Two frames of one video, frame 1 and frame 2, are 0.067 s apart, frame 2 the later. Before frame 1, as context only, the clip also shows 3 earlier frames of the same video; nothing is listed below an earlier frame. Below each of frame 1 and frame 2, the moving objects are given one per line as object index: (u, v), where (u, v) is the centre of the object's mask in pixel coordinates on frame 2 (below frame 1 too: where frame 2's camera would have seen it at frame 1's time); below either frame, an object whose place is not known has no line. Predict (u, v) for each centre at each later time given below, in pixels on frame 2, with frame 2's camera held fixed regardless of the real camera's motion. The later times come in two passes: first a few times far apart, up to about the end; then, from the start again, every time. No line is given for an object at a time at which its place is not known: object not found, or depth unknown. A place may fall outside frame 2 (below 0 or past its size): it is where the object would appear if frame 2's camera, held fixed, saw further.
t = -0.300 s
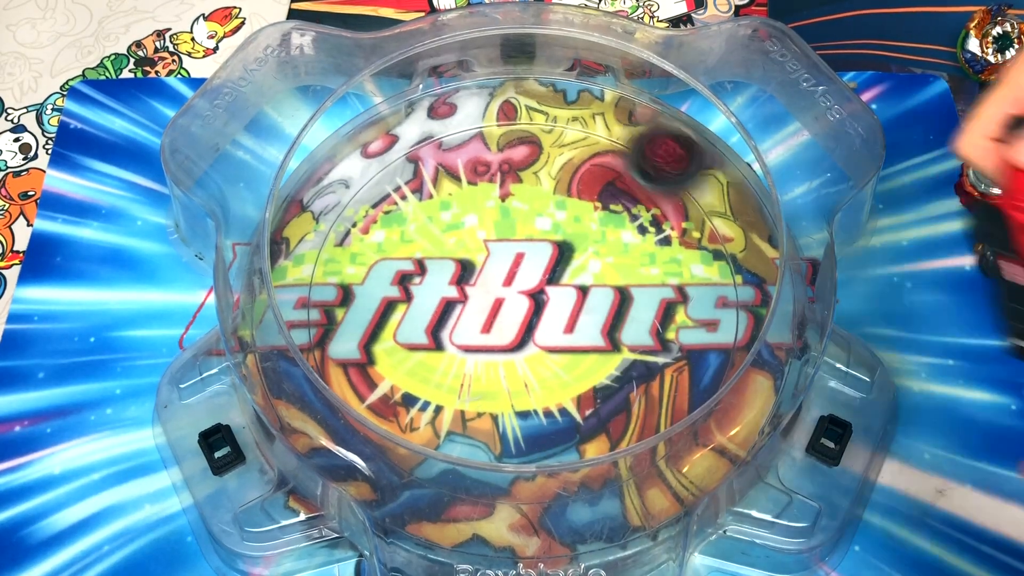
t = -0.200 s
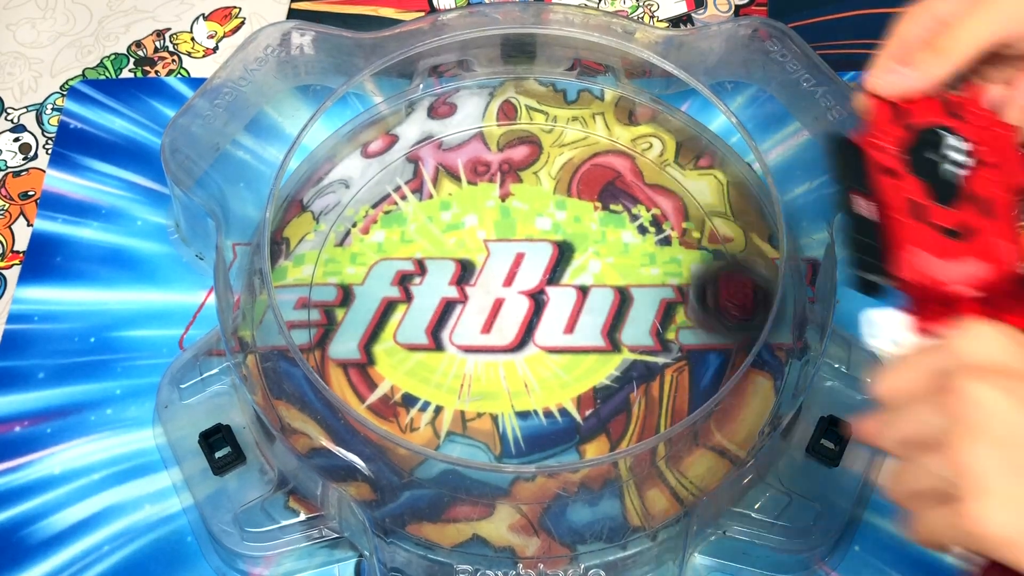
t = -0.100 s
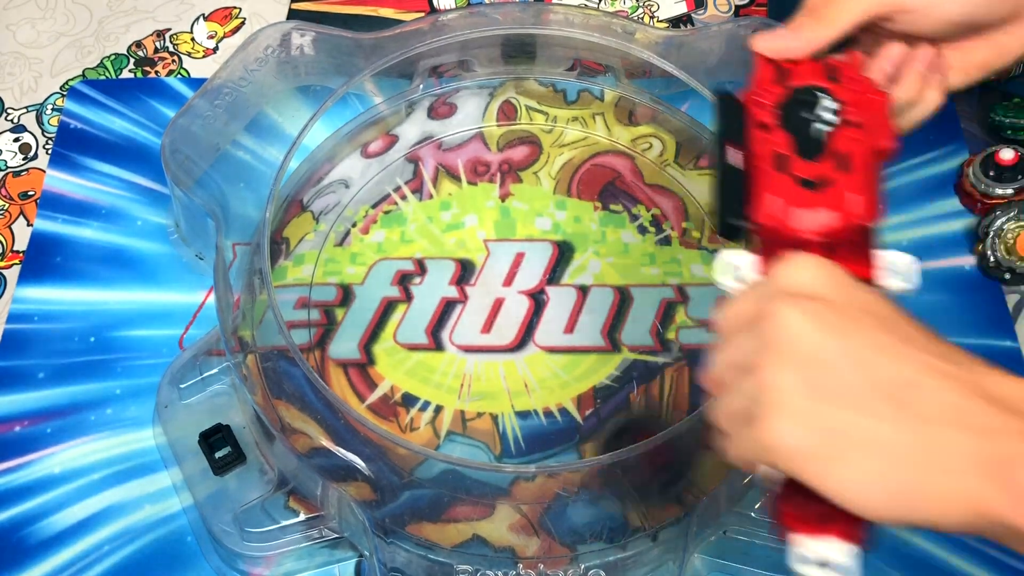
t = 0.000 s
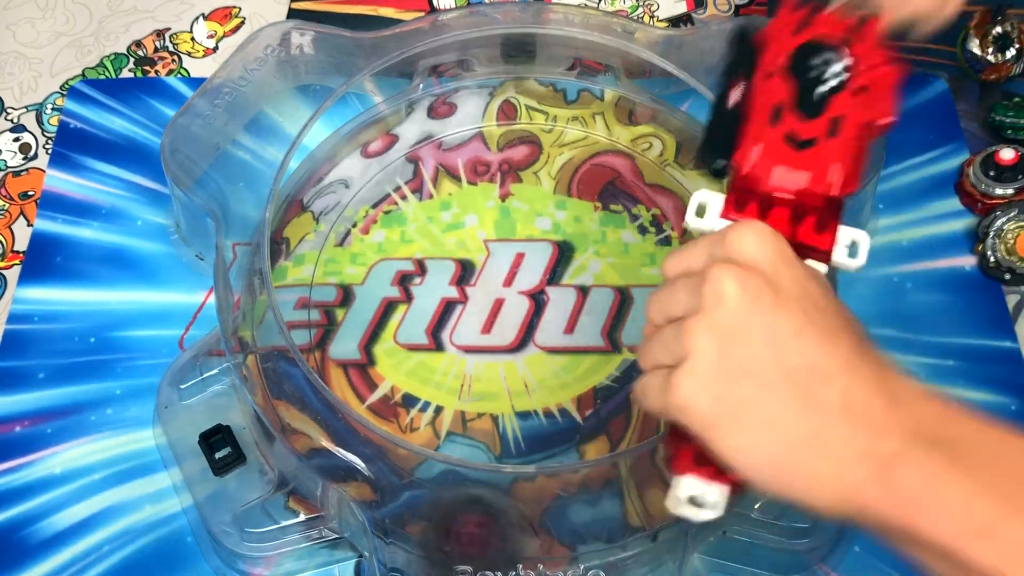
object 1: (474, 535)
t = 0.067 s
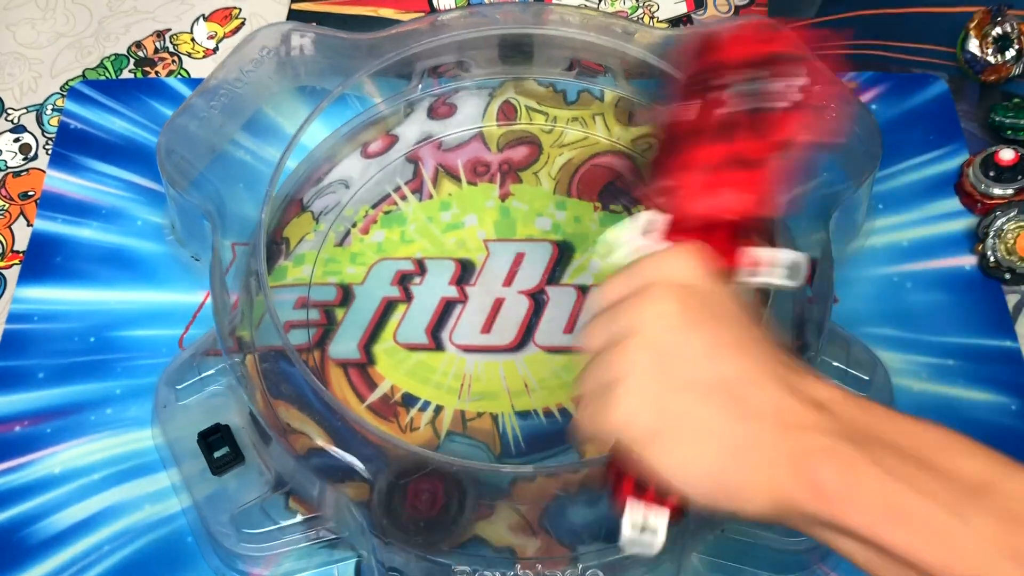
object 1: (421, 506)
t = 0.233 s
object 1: (451, 321)
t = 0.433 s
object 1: (562, 174)
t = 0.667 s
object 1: (723, 245)
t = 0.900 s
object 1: (584, 422)
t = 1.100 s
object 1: (428, 317)
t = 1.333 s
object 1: (498, 158)
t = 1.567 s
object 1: (660, 195)
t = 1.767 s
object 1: (644, 317)
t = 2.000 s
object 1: (488, 357)
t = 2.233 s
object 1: (406, 241)
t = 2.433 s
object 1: (482, 153)
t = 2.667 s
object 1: (621, 224)
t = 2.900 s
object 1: (535, 367)
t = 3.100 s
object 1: (392, 320)
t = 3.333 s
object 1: (447, 205)
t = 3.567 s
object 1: (576, 260)
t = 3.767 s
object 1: (545, 364)
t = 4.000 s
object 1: (470, 335)
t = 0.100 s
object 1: (432, 468)
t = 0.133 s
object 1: (439, 427)
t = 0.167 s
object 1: (439, 399)
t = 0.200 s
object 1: (443, 363)
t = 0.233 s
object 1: (451, 321)
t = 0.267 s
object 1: (457, 289)
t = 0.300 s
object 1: (472, 257)
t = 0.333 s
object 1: (489, 230)
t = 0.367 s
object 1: (512, 206)
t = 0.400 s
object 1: (536, 188)
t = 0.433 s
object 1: (562, 174)
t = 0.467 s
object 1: (589, 166)
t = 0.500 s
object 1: (616, 162)
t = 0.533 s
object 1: (644, 165)
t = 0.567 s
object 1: (670, 176)
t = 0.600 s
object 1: (692, 194)
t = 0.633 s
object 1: (712, 218)
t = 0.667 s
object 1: (723, 245)
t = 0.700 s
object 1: (726, 284)
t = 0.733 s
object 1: (720, 316)
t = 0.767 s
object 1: (706, 352)
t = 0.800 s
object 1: (683, 377)
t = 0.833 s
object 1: (646, 399)
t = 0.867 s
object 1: (616, 416)
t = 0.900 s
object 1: (584, 422)
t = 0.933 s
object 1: (548, 424)
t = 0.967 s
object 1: (514, 418)
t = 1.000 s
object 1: (483, 398)
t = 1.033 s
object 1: (458, 375)
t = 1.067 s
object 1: (438, 348)
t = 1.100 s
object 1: (428, 317)
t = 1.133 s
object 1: (424, 290)
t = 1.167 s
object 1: (425, 261)
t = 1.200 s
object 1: (430, 235)
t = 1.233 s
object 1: (440, 210)
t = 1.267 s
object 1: (456, 188)
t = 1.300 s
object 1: (474, 171)
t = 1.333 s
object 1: (498, 158)
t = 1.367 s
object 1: (523, 150)
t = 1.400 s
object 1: (550, 146)
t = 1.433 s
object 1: (577, 147)
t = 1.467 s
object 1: (601, 153)
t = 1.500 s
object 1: (624, 163)
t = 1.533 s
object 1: (643, 176)
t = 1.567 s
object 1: (660, 195)
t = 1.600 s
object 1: (672, 214)
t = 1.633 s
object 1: (677, 236)
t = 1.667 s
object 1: (675, 257)
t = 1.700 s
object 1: (668, 278)
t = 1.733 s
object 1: (657, 298)
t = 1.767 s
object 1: (644, 317)
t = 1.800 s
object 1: (626, 335)
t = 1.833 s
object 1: (604, 350)
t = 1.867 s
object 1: (581, 361)
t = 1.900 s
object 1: (558, 368)
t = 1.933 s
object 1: (536, 369)
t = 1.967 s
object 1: (512, 367)
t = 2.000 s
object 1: (488, 357)
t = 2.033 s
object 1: (468, 347)
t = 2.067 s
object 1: (448, 332)
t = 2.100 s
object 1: (433, 316)
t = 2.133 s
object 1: (421, 297)
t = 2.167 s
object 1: (412, 279)
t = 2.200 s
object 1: (407, 259)
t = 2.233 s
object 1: (406, 241)
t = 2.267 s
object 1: (408, 220)
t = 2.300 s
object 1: (416, 201)
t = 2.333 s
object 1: (428, 186)
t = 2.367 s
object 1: (442, 172)
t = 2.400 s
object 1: (460, 161)
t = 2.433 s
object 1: (482, 153)
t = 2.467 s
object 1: (504, 150)
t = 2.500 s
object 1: (530, 150)
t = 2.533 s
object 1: (553, 156)
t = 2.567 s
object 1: (576, 167)
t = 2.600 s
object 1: (595, 182)
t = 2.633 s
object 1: (610, 202)
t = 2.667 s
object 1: (621, 224)
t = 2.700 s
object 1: (624, 248)
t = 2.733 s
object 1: (623, 273)
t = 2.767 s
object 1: (616, 297)
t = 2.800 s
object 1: (603, 319)
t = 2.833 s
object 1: (584, 341)
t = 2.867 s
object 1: (561, 357)
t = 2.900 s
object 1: (535, 367)
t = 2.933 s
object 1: (506, 372)
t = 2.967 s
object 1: (479, 371)
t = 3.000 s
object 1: (452, 366)
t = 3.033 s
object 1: (428, 354)
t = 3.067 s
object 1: (407, 338)
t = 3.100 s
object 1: (392, 320)
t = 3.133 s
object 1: (385, 298)
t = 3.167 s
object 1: (381, 277)
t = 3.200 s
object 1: (385, 256)
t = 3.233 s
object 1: (395, 238)
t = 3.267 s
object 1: (408, 223)
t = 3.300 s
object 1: (427, 212)
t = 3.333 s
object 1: (447, 205)
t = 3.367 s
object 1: (468, 201)
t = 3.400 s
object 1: (492, 202)
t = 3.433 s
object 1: (513, 207)
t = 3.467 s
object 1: (534, 217)
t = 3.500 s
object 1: (551, 228)
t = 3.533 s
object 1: (566, 243)
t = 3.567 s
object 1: (576, 260)
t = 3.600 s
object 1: (584, 280)
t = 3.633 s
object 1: (587, 300)
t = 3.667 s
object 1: (584, 319)
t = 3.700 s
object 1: (575, 339)
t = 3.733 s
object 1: (562, 353)
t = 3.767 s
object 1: (545, 364)
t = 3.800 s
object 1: (527, 370)
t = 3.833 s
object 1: (509, 372)
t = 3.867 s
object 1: (493, 369)
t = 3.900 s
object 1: (480, 362)
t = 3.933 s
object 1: (473, 354)
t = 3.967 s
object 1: (470, 344)
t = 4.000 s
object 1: (470, 335)
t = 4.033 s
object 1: (472, 326)
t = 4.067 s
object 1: (476, 319)
